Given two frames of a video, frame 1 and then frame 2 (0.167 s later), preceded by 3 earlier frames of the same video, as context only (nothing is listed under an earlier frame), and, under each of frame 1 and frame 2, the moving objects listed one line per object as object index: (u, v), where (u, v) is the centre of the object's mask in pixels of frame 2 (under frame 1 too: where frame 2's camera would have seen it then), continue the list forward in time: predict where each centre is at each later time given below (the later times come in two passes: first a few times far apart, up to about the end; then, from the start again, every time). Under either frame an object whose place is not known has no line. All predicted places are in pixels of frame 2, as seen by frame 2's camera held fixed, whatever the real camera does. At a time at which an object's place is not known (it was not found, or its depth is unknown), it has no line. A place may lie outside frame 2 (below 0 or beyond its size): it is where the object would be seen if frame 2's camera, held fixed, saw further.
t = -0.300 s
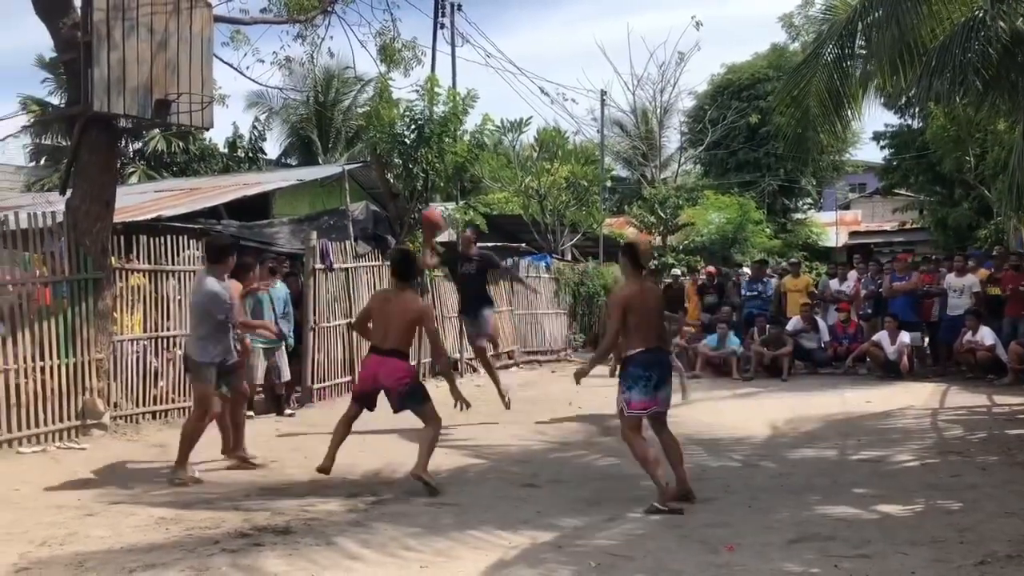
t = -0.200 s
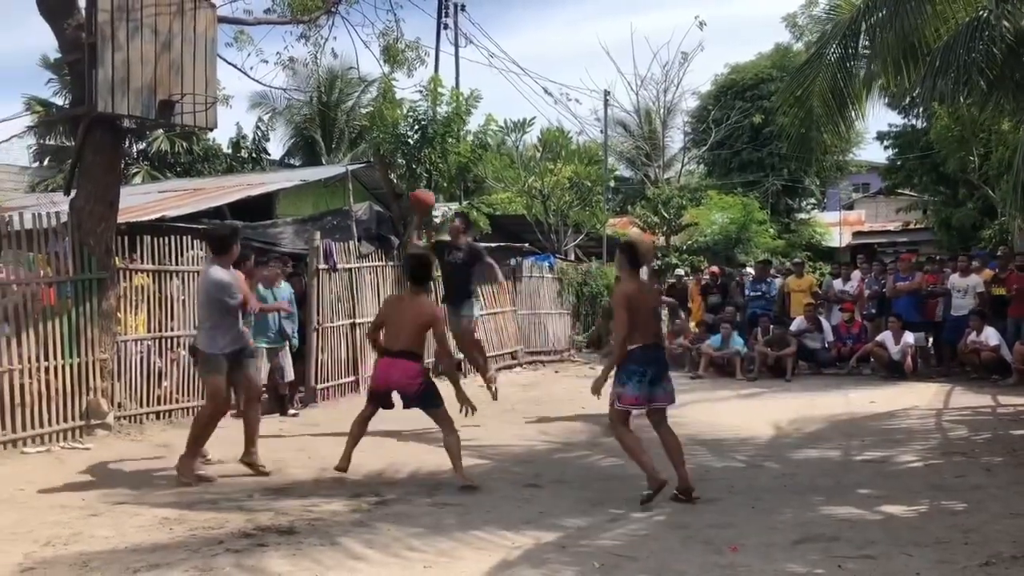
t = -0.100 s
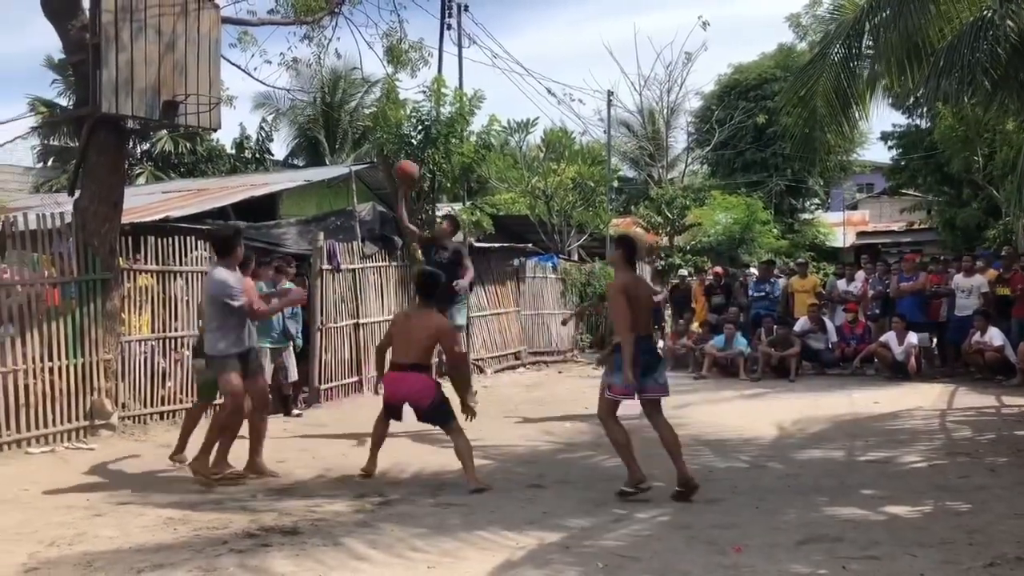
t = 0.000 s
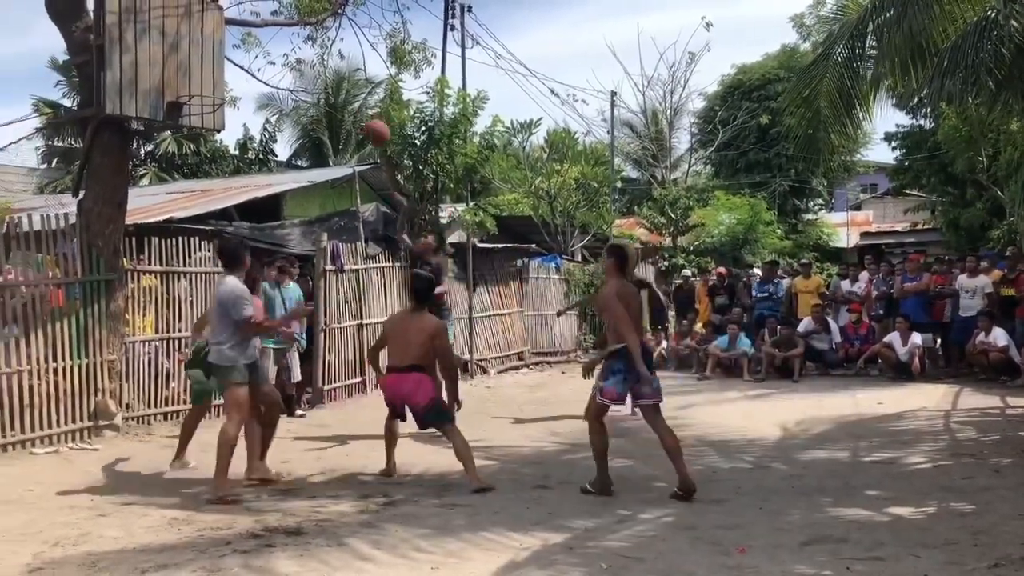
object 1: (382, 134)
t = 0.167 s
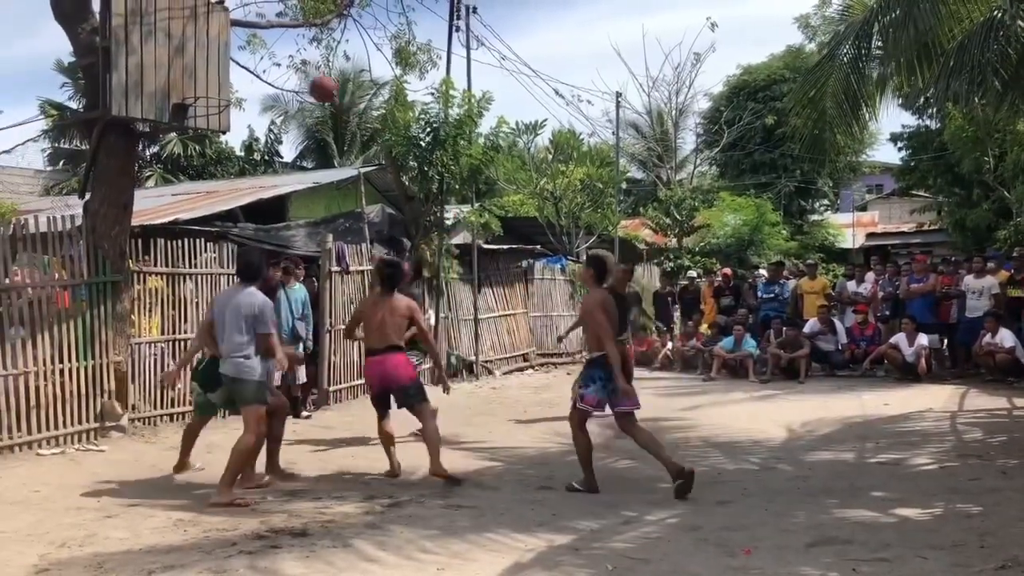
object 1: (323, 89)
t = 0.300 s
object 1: (275, 73)
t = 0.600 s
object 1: (213, 91)
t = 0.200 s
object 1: (311, 83)
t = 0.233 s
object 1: (299, 78)
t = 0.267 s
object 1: (288, 75)
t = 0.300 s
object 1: (275, 73)
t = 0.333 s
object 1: (263, 73)
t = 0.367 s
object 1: (250, 73)
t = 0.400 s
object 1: (237, 75)
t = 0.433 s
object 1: (225, 80)
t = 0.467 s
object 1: (212, 85)
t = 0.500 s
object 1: (213, 86)
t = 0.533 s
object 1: (213, 91)
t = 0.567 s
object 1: (213, 91)
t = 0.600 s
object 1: (213, 91)
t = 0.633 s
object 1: (213, 91)
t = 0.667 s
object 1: (213, 93)
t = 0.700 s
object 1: (212, 87)
